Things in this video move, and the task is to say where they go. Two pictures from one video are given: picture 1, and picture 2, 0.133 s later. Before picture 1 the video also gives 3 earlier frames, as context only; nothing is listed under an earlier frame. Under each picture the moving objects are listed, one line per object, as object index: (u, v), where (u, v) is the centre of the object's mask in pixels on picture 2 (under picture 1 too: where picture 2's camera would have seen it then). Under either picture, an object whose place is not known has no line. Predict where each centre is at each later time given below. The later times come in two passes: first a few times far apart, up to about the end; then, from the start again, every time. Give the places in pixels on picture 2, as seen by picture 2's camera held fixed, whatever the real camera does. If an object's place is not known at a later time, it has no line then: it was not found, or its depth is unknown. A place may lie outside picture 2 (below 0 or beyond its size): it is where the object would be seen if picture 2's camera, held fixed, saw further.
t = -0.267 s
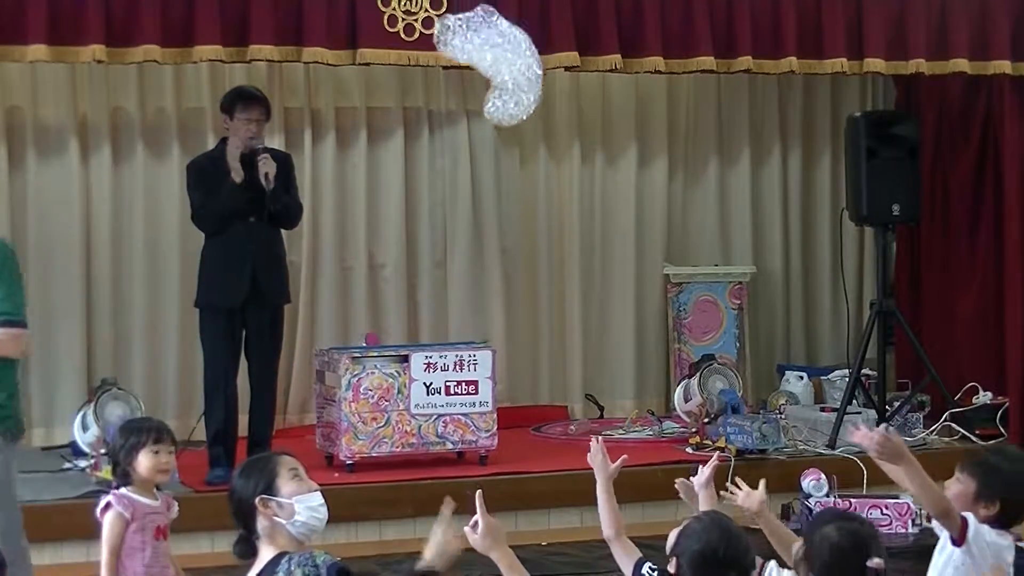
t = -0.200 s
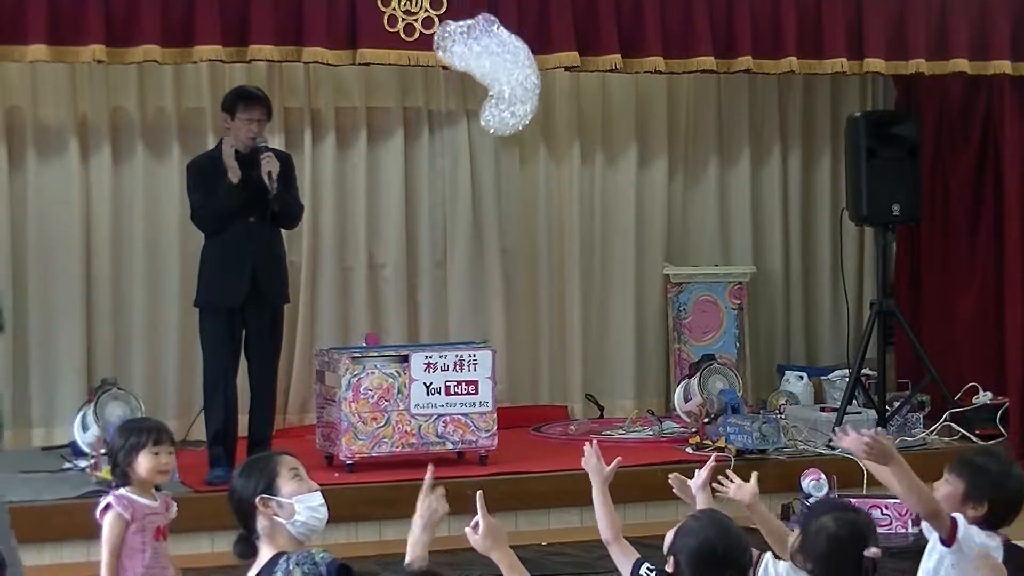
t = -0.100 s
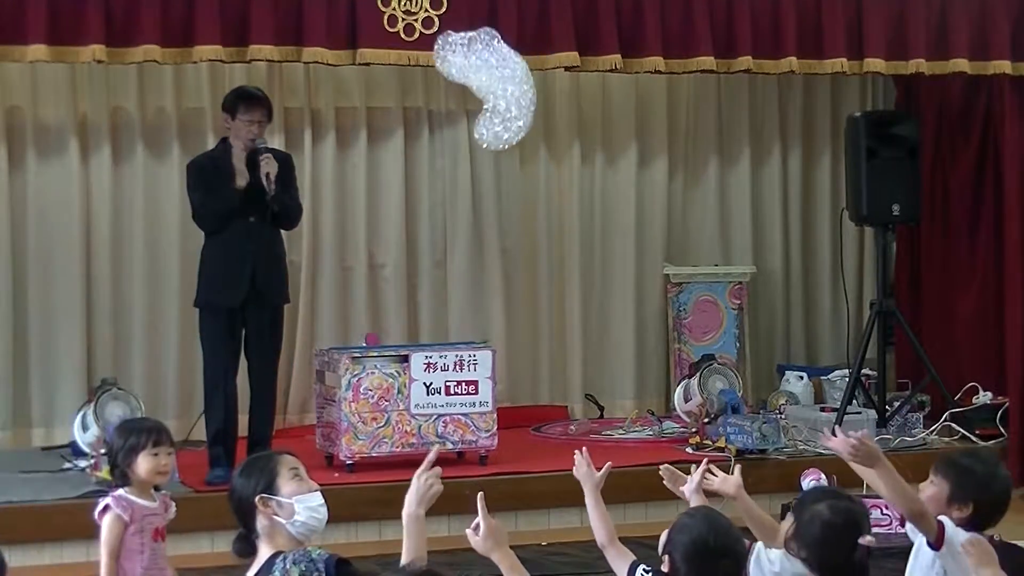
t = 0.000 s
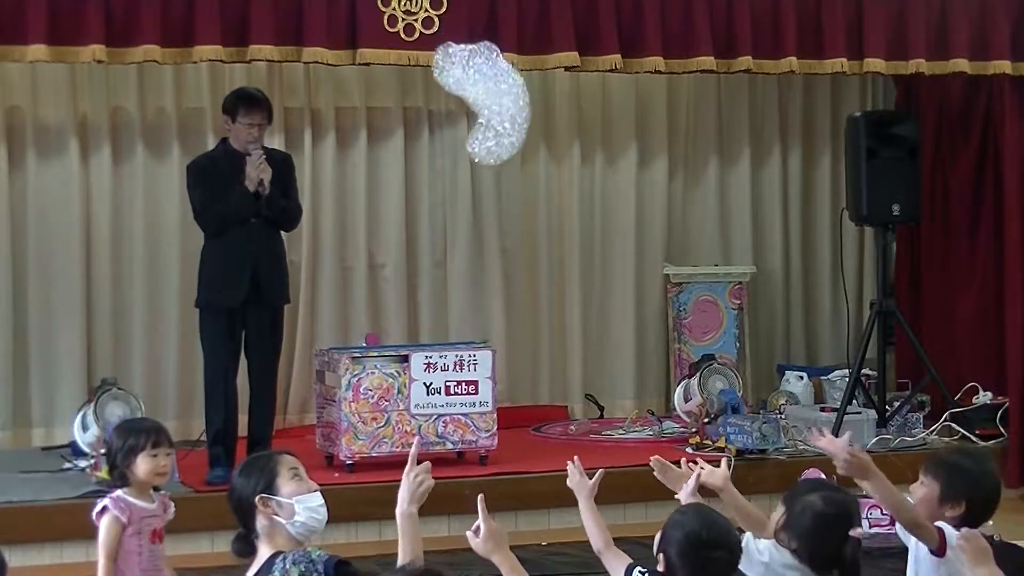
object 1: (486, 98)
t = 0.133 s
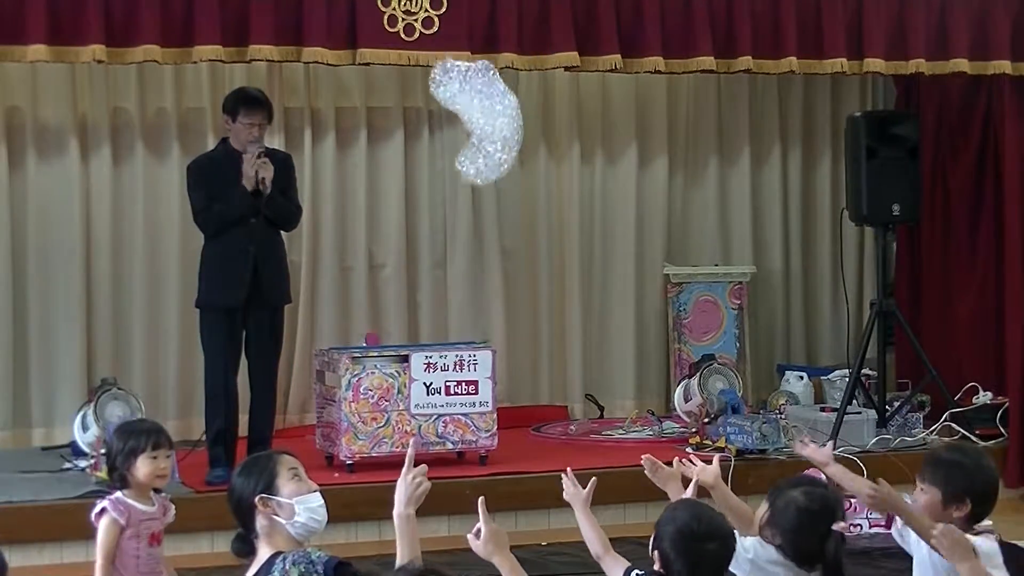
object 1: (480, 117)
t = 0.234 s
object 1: (475, 132)
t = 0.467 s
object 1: (464, 172)
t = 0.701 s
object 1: (458, 217)
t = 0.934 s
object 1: (456, 267)
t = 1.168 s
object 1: (458, 316)
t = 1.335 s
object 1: (457, 353)
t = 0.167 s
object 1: (478, 122)
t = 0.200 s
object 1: (477, 127)
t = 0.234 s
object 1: (475, 132)
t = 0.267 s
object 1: (473, 137)
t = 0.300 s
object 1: (472, 143)
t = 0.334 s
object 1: (470, 149)
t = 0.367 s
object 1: (468, 155)
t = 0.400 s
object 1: (467, 160)
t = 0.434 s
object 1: (466, 166)
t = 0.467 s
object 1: (464, 172)
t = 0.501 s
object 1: (463, 178)
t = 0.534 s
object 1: (462, 184)
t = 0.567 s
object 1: (461, 191)
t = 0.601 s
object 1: (460, 197)
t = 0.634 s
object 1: (459, 204)
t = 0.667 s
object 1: (459, 210)
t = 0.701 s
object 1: (458, 217)
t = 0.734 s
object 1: (457, 224)
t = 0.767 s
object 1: (457, 231)
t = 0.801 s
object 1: (457, 238)
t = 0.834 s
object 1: (457, 245)
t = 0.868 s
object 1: (456, 252)
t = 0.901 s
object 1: (456, 259)
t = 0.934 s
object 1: (456, 267)
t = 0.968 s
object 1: (457, 274)
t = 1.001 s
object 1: (457, 281)
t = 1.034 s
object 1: (457, 287)
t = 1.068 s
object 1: (457, 294)
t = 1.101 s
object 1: (457, 302)
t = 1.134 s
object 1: (457, 310)
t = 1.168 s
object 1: (458, 316)
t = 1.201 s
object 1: (458, 324)
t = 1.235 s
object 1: (459, 332)
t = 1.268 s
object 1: (458, 338)
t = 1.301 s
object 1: (458, 345)
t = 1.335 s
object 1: (457, 353)
